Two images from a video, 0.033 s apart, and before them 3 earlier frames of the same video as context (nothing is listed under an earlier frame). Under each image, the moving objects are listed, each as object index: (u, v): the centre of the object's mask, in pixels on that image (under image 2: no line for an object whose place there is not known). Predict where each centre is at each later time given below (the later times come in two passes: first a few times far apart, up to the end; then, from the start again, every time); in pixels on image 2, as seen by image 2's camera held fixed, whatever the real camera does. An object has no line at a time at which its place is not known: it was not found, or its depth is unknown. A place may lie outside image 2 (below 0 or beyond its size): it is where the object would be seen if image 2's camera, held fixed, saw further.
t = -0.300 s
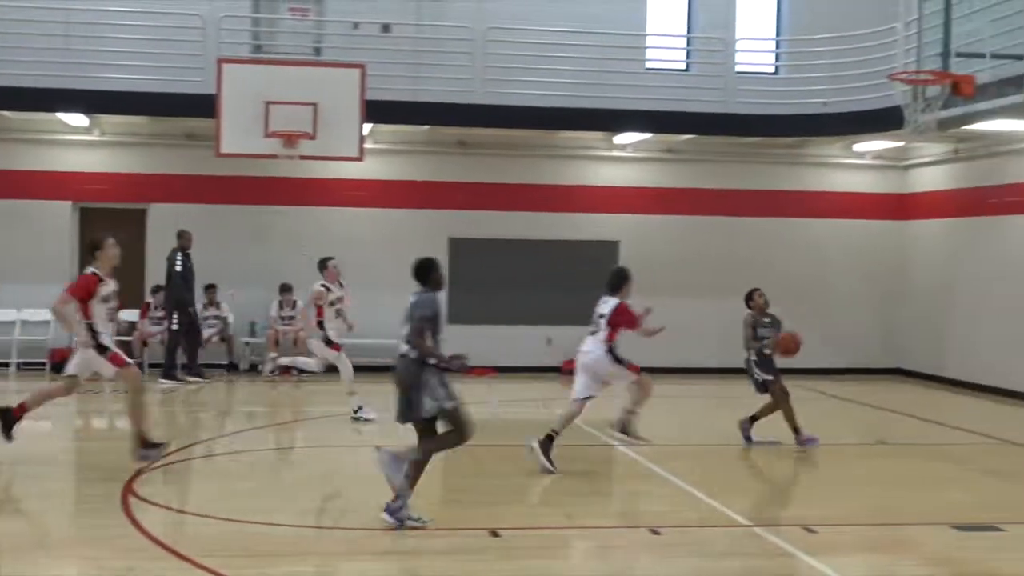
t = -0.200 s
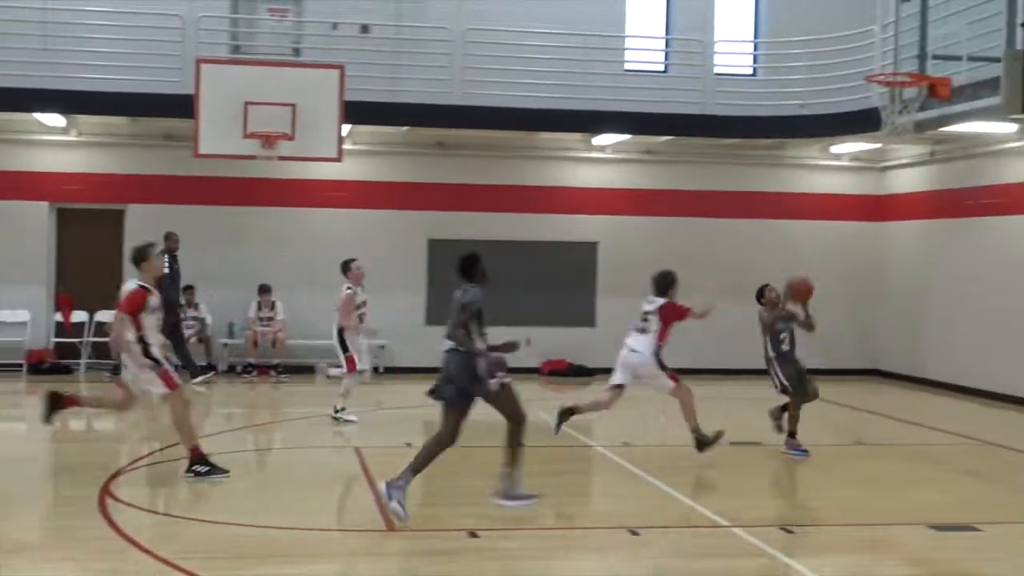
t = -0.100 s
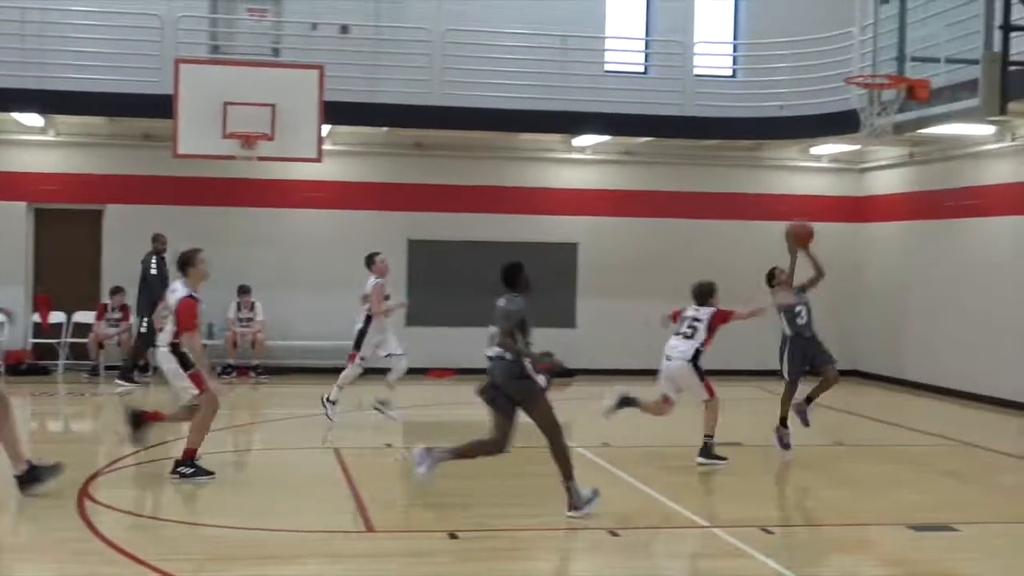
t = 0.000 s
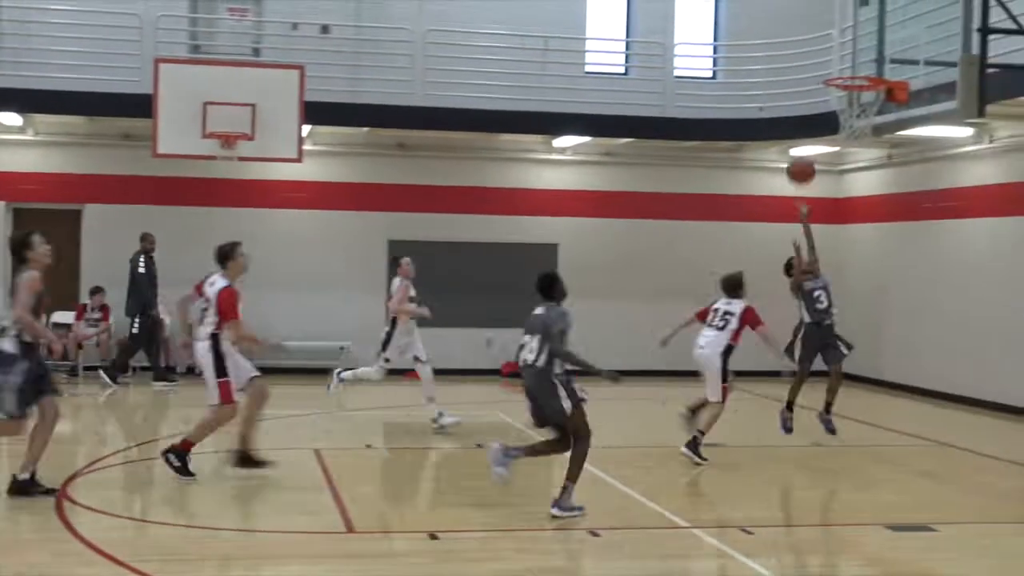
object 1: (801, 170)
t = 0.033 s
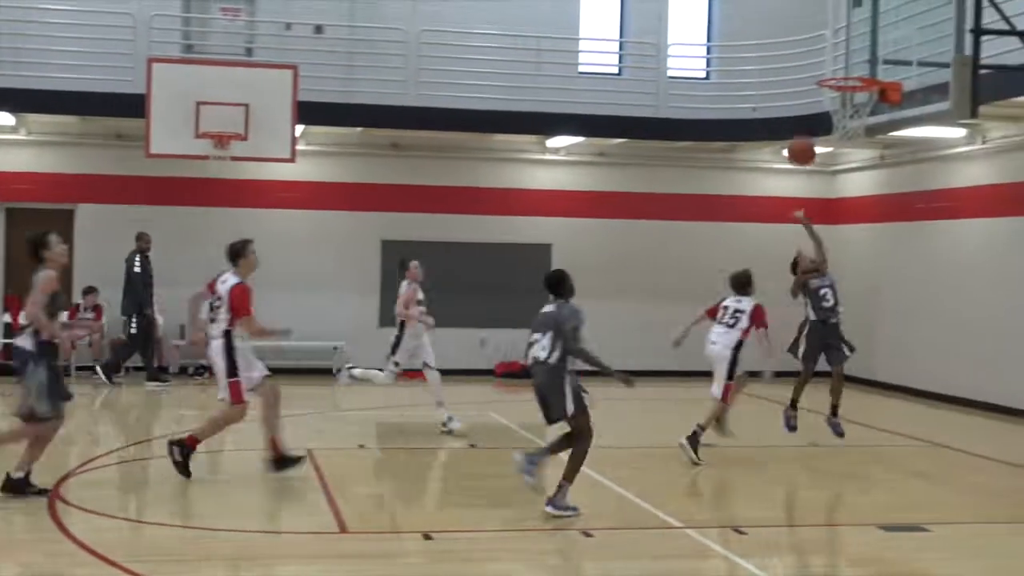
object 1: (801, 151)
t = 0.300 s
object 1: (862, 38)
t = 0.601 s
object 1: (844, 36)
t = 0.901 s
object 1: (850, 92)
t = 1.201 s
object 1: (826, 117)
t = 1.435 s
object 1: (833, 186)
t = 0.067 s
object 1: (809, 132)
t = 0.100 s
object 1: (817, 117)
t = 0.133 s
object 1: (823, 100)
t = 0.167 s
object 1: (830, 85)
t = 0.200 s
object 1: (839, 70)
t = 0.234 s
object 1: (847, 59)
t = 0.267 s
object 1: (854, 48)
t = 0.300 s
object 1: (862, 38)
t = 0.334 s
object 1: (861, 32)
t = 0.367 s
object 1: (859, 28)
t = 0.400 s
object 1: (858, 25)
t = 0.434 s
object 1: (855, 23)
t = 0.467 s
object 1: (853, 23)
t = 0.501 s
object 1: (851, 24)
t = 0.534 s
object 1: (848, 26)
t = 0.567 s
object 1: (846, 30)
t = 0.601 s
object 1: (844, 36)
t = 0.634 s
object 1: (841, 43)
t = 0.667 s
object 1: (839, 51)
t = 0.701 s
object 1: (837, 60)
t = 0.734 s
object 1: (835, 72)
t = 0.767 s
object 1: (842, 72)
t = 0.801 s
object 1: (849, 76)
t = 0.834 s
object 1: (857, 83)
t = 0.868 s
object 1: (858, 89)
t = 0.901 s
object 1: (850, 92)
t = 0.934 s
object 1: (844, 97)
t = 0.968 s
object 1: (836, 102)
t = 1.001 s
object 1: (831, 109)
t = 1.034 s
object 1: (827, 113)
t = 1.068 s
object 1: (825, 113)
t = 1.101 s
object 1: (825, 113)
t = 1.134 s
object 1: (825, 115)
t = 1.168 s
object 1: (827, 115)
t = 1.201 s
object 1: (826, 117)
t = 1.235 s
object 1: (828, 125)
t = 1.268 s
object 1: (829, 131)
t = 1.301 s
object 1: (830, 140)
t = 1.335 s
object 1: (830, 150)
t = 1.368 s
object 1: (831, 159)
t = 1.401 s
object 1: (832, 172)
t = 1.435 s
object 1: (833, 186)
